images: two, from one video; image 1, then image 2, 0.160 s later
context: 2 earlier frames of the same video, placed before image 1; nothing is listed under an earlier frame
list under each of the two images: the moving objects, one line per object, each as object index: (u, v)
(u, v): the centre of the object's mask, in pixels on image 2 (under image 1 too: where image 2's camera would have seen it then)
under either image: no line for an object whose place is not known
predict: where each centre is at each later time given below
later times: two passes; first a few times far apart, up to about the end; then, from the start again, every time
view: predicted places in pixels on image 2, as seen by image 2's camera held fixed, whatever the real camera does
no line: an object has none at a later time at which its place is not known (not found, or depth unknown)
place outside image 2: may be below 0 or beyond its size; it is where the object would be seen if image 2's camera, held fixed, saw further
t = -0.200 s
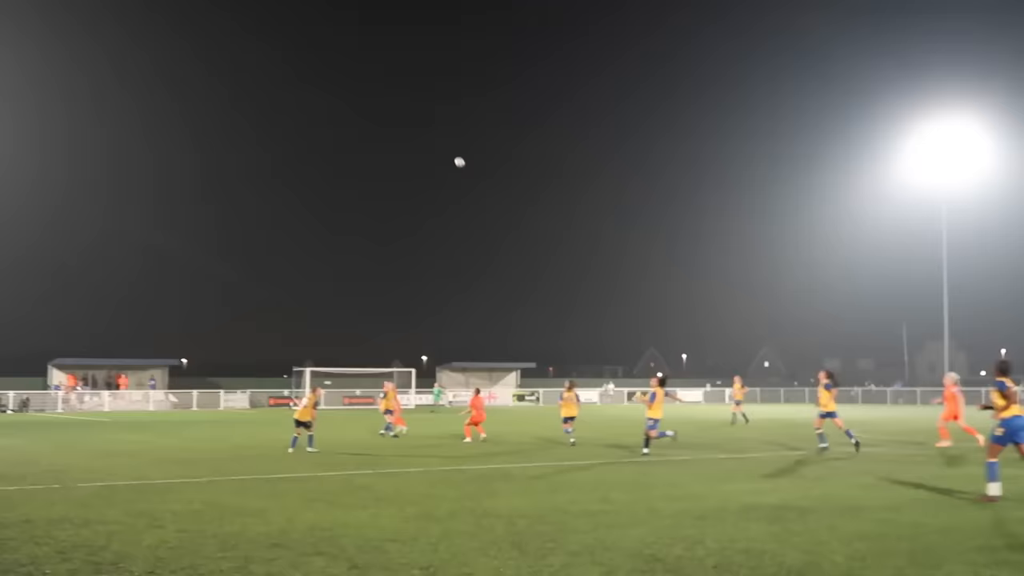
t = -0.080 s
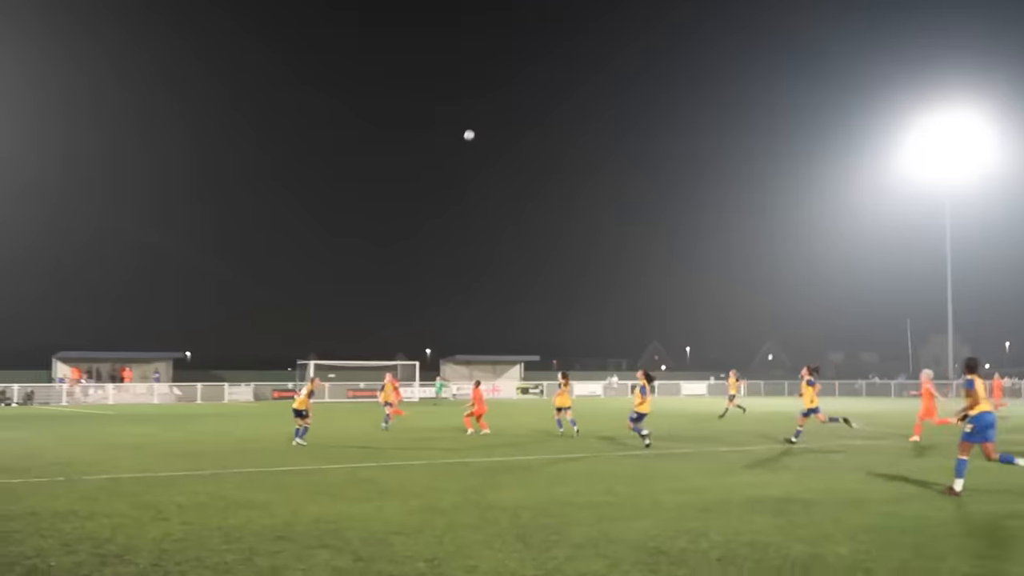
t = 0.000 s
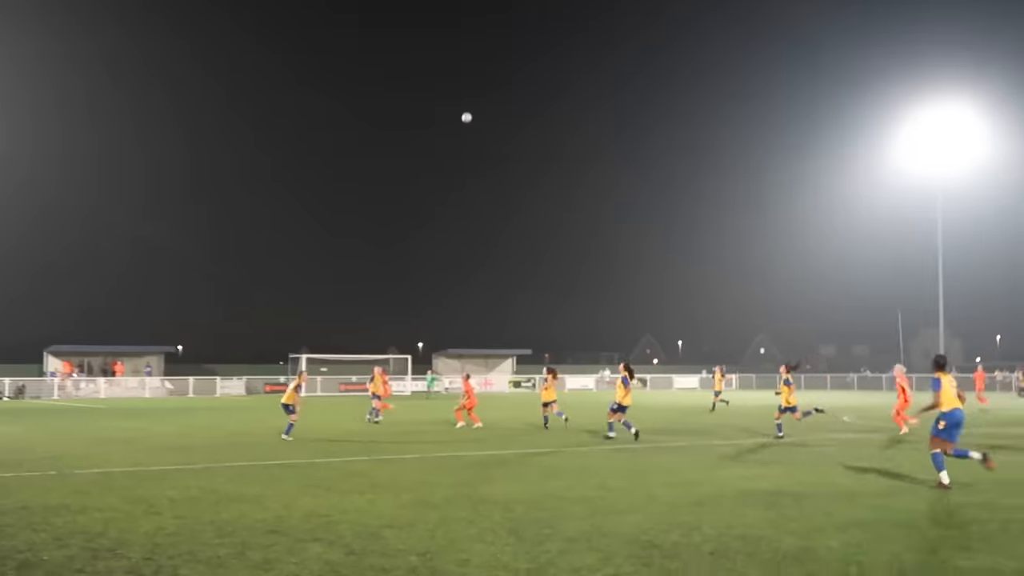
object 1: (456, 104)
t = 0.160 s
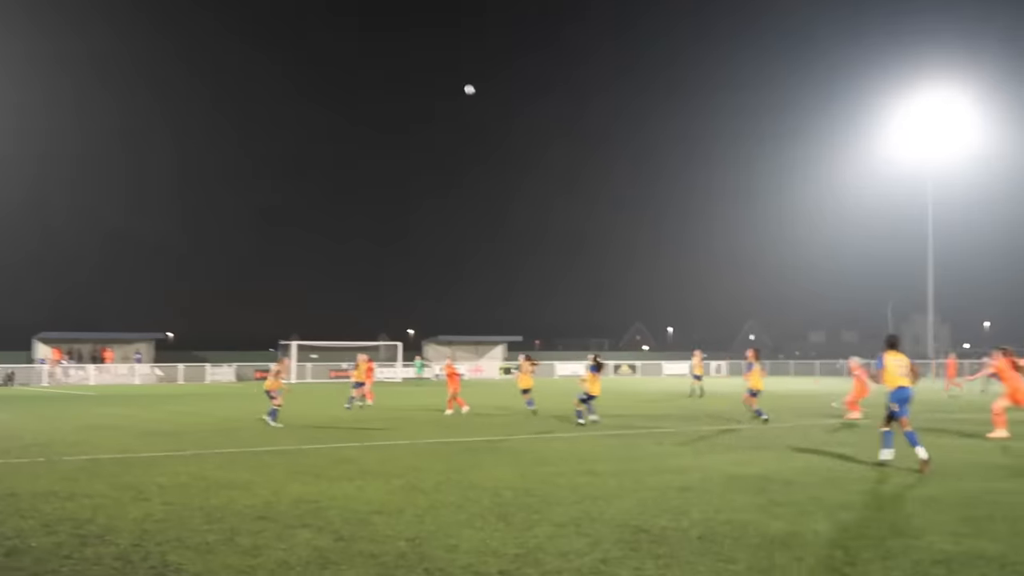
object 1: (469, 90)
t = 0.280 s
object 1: (477, 85)
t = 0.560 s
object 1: (495, 97)
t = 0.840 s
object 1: (513, 142)
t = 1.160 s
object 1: (541, 243)
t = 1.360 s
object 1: (560, 337)
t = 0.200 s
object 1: (471, 87)
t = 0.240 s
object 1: (471, 86)
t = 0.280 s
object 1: (477, 85)
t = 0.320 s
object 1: (478, 84)
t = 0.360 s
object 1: (478, 84)
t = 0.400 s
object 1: (481, 86)
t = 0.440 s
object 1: (485, 88)
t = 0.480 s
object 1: (491, 90)
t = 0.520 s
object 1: (492, 93)
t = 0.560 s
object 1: (495, 97)
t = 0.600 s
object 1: (499, 101)
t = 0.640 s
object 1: (501, 106)
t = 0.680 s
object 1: (503, 111)
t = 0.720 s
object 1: (505, 118)
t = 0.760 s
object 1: (507, 125)
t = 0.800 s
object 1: (511, 133)
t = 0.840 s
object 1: (513, 142)
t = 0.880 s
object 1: (519, 151)
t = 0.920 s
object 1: (520, 162)
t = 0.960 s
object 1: (523, 173)
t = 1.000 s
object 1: (528, 186)
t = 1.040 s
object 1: (530, 198)
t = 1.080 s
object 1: (535, 212)
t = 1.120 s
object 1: (537, 227)
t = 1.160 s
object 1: (541, 243)
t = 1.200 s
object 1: (545, 260)
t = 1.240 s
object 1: (548, 278)
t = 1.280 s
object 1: (552, 297)
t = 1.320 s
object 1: (556, 316)
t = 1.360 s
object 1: (560, 337)
